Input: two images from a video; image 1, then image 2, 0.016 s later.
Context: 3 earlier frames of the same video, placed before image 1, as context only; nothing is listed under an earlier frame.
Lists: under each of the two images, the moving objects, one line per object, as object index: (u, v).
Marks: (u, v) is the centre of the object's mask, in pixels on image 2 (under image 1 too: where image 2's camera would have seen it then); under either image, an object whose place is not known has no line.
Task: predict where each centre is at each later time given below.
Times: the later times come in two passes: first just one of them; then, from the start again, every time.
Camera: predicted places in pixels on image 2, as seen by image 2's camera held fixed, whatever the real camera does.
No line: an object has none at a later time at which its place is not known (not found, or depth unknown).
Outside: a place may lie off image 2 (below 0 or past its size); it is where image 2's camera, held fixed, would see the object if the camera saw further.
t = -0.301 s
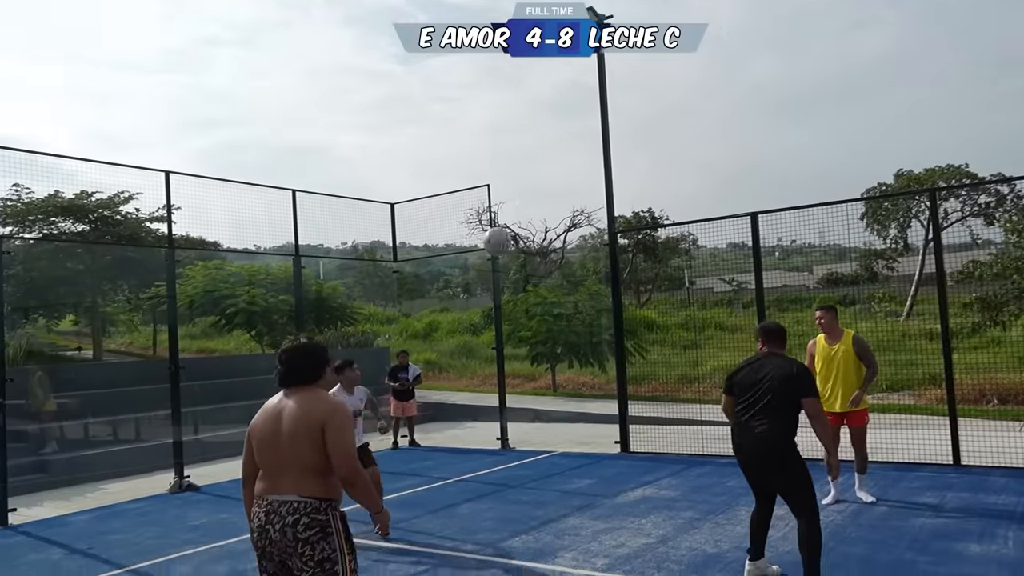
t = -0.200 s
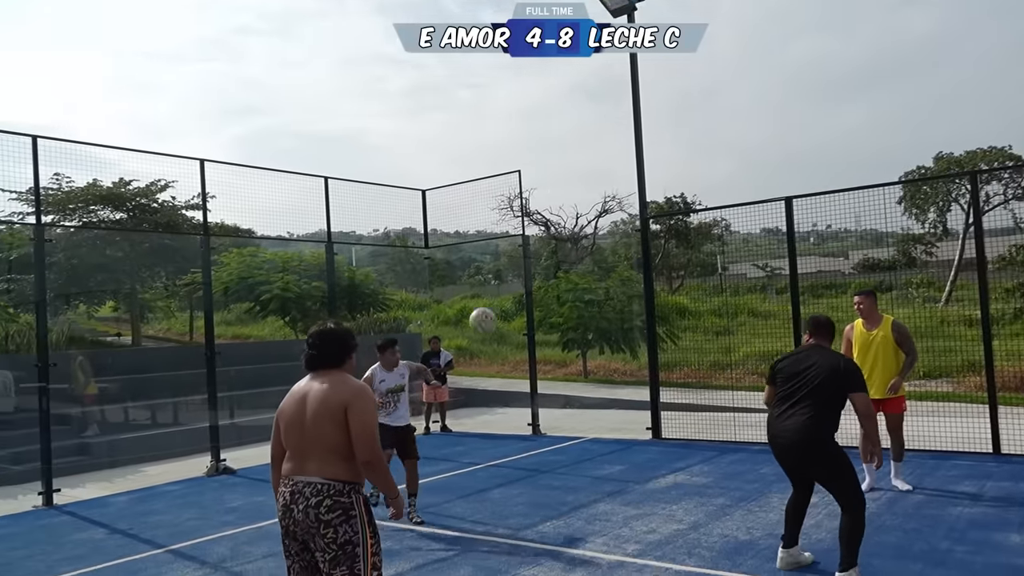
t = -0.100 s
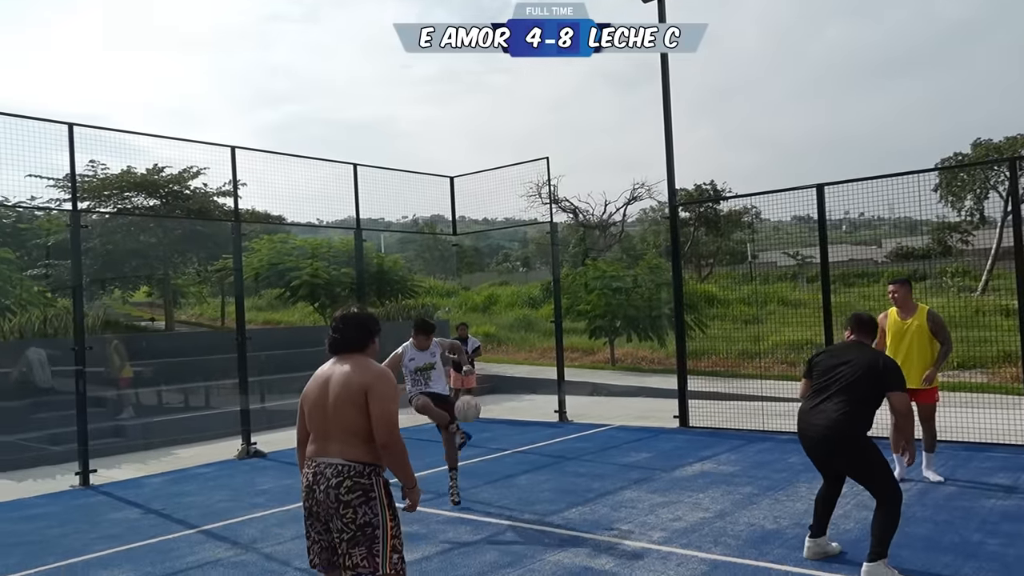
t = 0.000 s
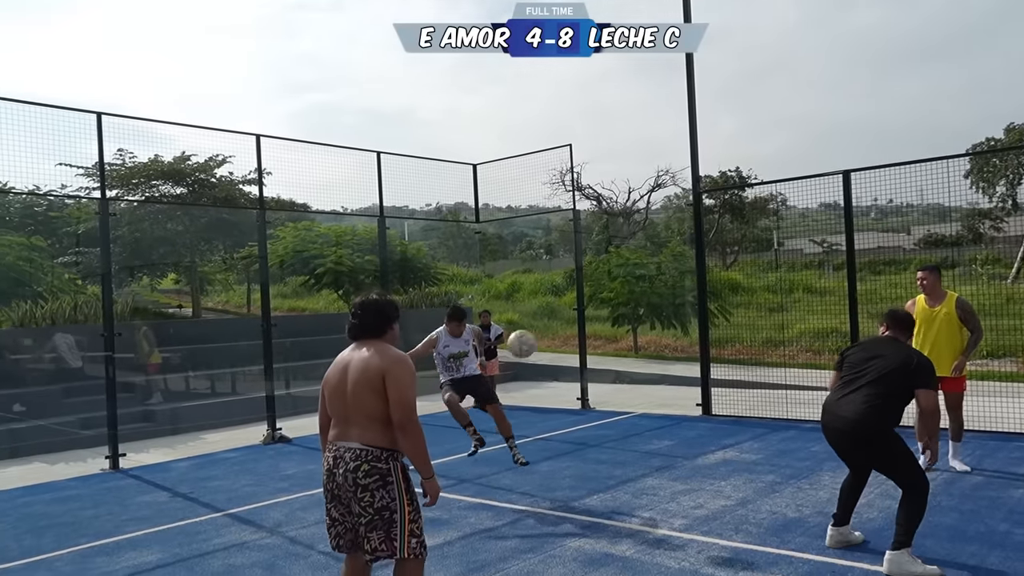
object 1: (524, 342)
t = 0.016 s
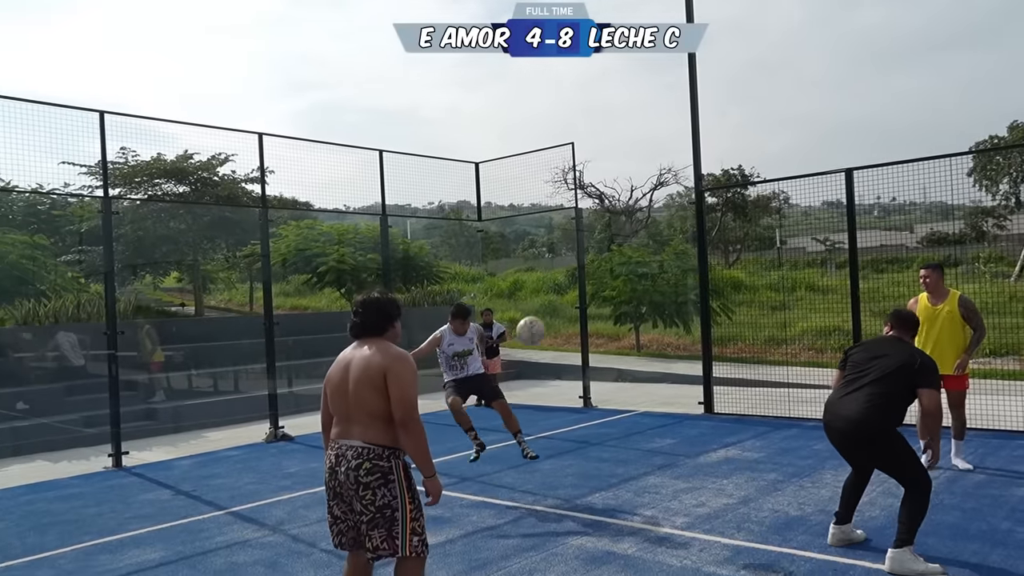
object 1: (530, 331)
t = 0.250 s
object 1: (664, 172)
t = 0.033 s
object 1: (538, 319)
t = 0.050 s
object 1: (546, 307)
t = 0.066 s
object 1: (553, 297)
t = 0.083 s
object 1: (562, 284)
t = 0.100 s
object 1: (571, 273)
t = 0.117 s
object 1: (580, 262)
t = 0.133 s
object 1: (589, 250)
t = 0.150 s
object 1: (598, 238)
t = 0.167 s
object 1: (608, 228)
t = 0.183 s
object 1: (618, 219)
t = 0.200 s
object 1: (629, 206)
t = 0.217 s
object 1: (639, 196)
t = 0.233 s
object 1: (651, 184)
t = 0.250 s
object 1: (664, 172)
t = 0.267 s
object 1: (676, 161)
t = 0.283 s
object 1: (690, 150)
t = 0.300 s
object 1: (703, 139)
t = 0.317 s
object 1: (717, 128)
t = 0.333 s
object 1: (732, 117)
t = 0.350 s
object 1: (748, 107)
